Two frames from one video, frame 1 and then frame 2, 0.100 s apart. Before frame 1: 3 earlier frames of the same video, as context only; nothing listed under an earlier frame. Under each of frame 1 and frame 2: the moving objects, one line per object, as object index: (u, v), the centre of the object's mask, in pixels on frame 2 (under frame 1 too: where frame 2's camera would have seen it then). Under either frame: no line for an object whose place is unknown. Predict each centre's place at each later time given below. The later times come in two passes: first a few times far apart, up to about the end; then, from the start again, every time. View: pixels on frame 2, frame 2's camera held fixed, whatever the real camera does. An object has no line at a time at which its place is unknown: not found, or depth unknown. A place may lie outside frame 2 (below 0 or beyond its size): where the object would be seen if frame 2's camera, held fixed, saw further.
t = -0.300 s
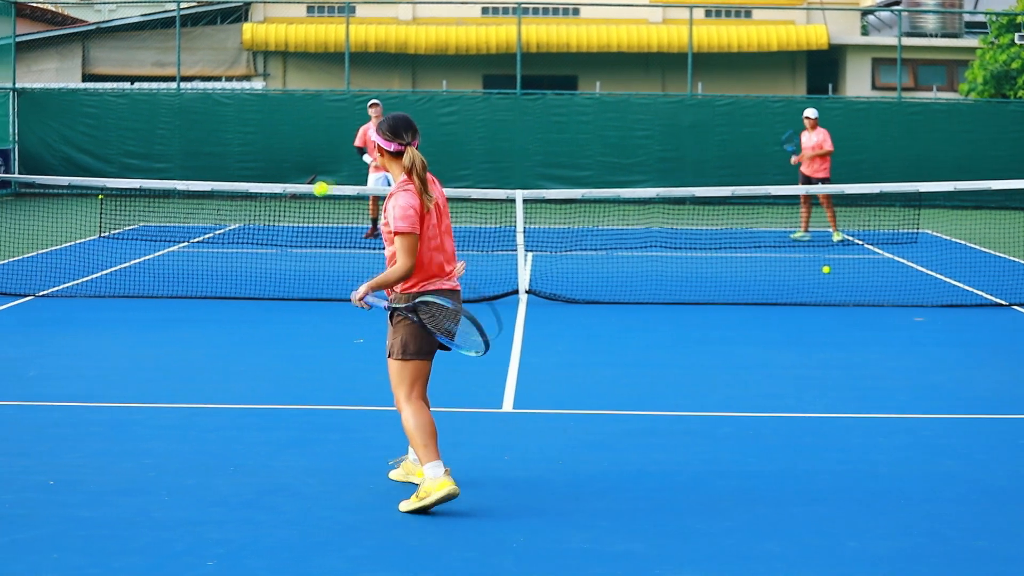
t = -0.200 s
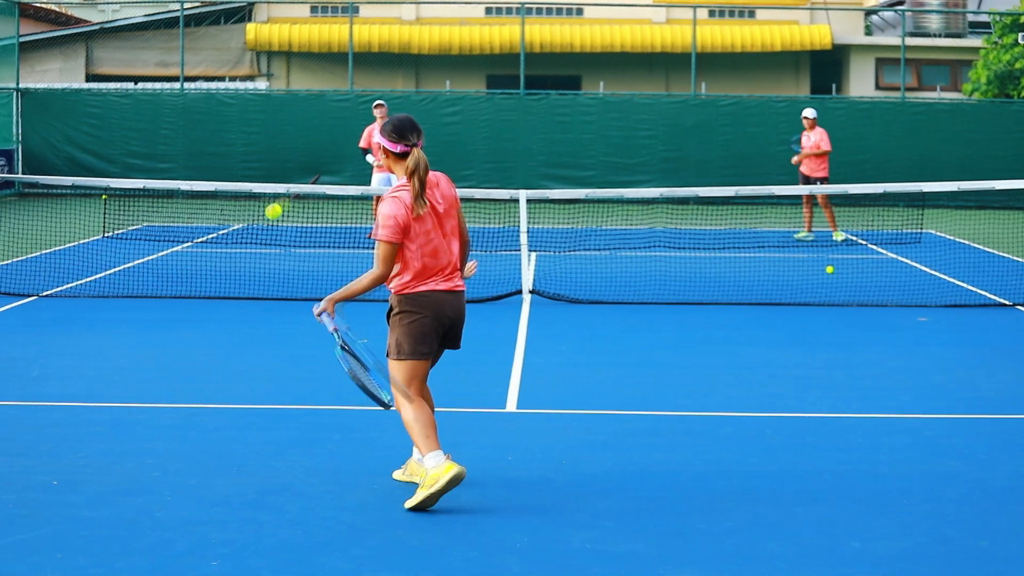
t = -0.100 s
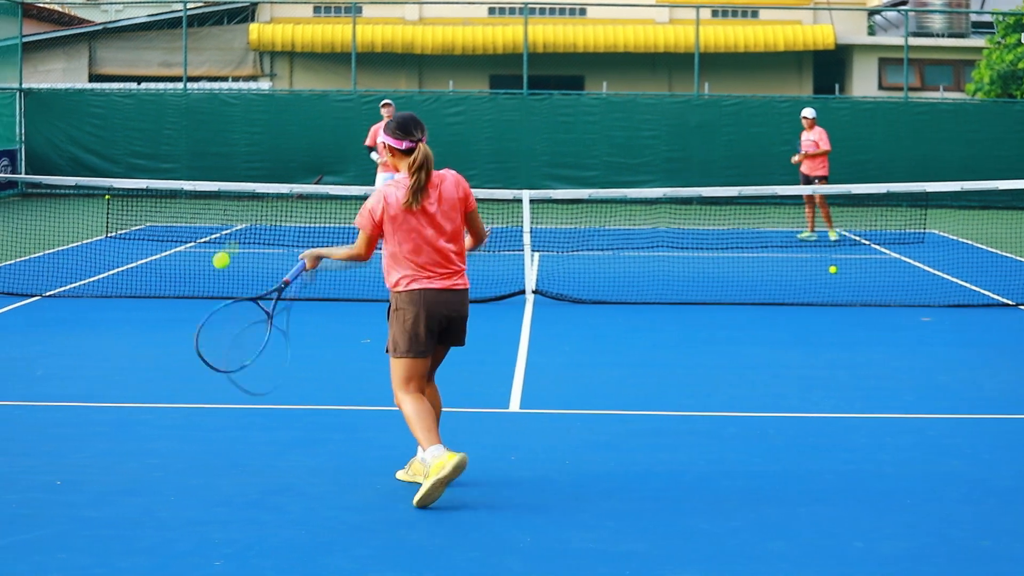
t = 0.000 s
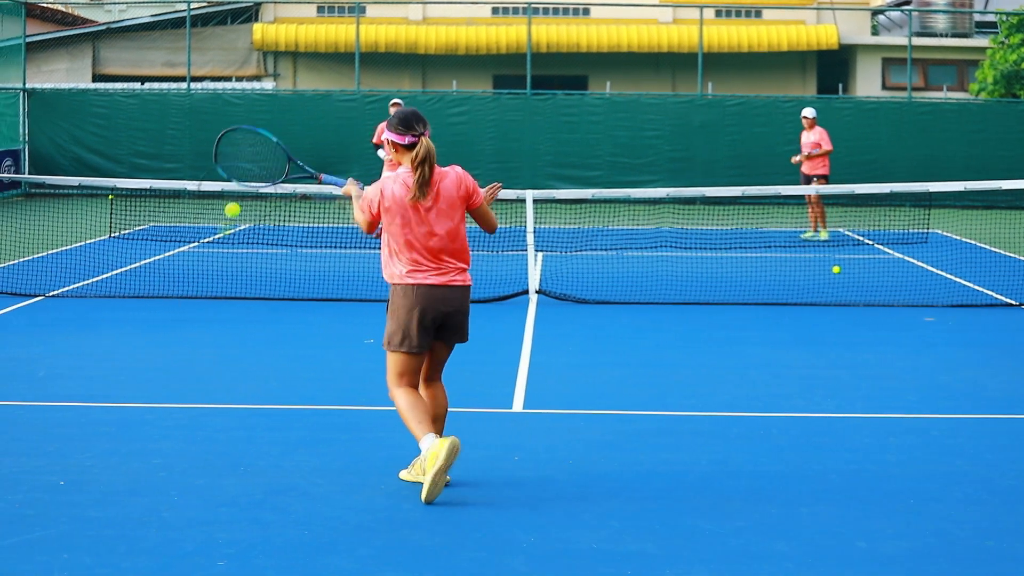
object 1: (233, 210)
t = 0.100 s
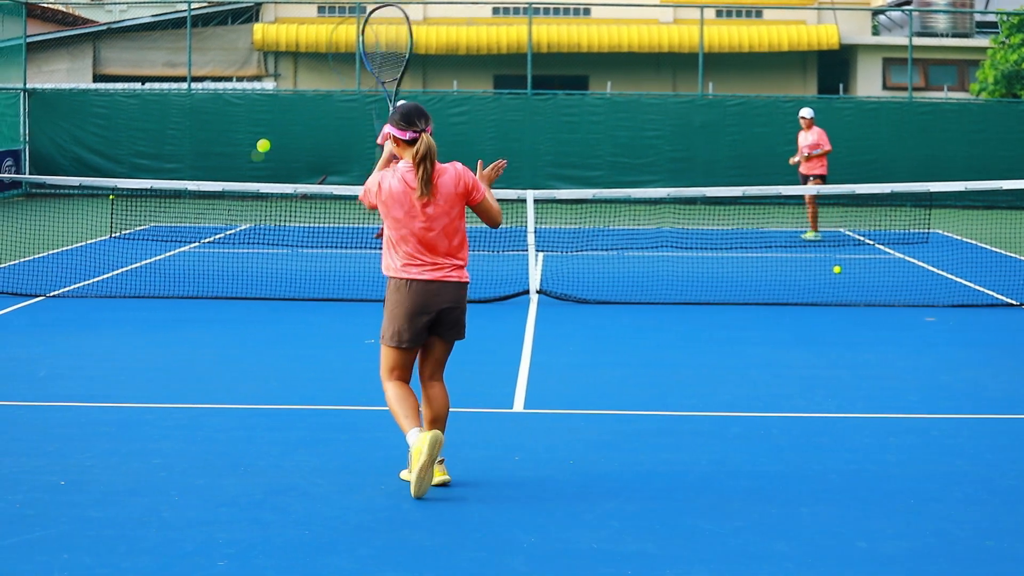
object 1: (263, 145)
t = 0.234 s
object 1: (290, 112)
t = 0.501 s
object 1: (324, 141)
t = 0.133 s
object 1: (268, 137)
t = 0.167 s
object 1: (277, 124)
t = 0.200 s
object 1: (285, 116)
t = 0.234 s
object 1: (290, 112)
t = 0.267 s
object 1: (296, 109)
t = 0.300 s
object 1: (302, 109)
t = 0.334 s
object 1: (306, 111)
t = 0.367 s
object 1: (310, 114)
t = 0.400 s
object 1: (314, 119)
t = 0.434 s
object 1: (317, 125)
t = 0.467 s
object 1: (321, 132)
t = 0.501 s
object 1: (324, 141)
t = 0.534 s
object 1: (327, 152)
